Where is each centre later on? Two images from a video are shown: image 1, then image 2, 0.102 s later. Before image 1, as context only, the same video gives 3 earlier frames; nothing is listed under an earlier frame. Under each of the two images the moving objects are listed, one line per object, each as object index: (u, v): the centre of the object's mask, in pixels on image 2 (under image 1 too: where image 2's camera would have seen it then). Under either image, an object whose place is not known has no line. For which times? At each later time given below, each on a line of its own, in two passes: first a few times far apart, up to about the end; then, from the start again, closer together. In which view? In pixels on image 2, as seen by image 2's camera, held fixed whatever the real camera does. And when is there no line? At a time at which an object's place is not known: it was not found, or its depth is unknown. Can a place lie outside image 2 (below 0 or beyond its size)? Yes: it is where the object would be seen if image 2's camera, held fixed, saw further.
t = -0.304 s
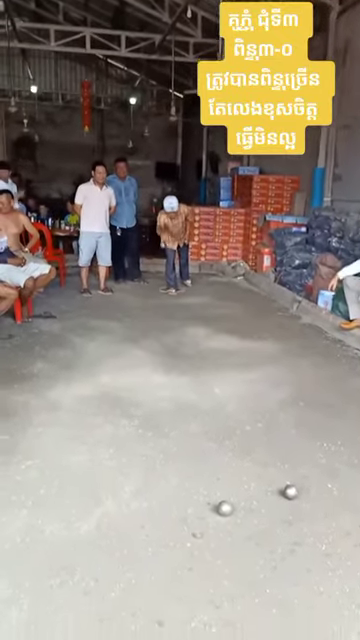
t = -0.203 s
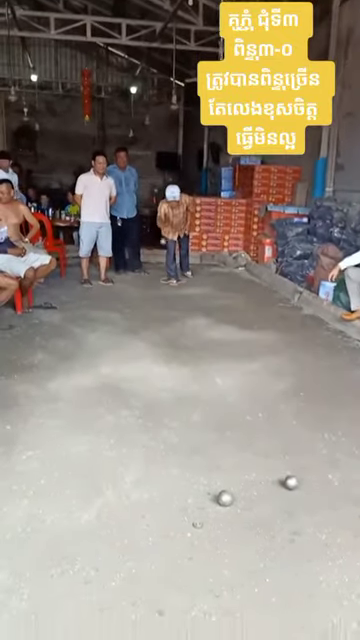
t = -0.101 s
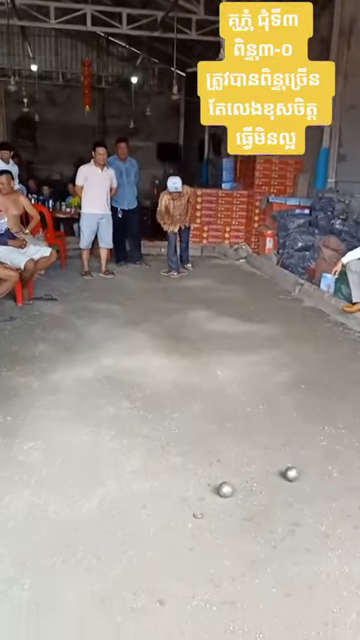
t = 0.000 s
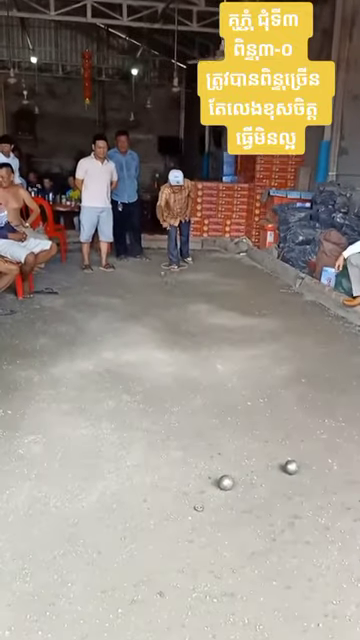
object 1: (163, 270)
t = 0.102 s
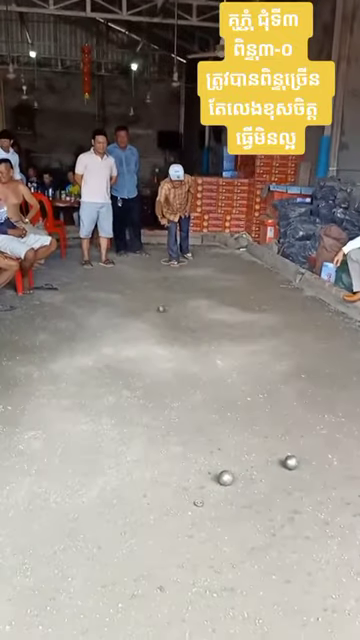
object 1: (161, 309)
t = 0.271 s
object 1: (162, 316)
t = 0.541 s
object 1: (167, 331)
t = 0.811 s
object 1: (173, 348)
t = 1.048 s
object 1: (178, 364)
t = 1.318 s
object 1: (185, 382)
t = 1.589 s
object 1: (187, 401)
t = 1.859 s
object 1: (189, 420)
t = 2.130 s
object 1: (190, 441)
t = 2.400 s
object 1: (193, 462)
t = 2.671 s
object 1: (196, 482)
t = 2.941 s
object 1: (202, 495)
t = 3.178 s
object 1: (214, 496)
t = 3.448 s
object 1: (224, 503)
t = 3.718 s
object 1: (232, 506)
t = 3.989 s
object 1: (237, 509)
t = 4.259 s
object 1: (237, 512)
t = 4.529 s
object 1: (239, 514)
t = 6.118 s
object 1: (239, 516)
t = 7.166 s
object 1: (239, 516)
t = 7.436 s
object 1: (239, 516)
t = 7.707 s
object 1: (239, 516)
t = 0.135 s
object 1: (161, 309)
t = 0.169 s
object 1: (161, 309)
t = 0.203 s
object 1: (162, 310)
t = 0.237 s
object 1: (162, 313)
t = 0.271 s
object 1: (162, 316)
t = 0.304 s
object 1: (163, 318)
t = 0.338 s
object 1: (164, 320)
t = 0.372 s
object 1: (165, 322)
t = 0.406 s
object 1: (165, 324)
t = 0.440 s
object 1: (166, 326)
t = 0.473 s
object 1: (166, 327)
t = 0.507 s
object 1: (167, 329)
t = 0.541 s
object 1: (167, 331)
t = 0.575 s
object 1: (168, 333)
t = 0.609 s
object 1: (169, 335)
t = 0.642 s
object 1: (170, 337)
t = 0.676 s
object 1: (171, 339)
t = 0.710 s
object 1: (171, 341)
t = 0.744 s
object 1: (172, 344)
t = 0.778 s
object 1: (172, 346)
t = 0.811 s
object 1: (173, 348)
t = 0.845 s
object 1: (174, 350)
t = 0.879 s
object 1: (175, 353)
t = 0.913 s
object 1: (175, 355)
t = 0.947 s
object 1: (176, 357)
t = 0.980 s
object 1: (177, 359)
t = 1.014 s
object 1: (177, 361)
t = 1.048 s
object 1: (178, 364)
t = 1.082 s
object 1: (179, 366)
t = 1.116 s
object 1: (180, 368)
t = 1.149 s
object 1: (181, 371)
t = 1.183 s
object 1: (182, 373)
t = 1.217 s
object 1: (183, 375)
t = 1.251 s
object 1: (184, 378)
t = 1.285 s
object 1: (184, 380)
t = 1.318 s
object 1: (185, 382)
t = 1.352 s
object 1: (185, 383)
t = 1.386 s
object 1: (186, 386)
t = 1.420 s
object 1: (186, 388)
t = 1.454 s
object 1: (187, 391)
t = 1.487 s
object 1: (187, 393)
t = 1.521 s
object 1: (187, 396)
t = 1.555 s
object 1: (187, 398)
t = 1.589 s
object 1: (187, 401)
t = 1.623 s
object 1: (188, 403)
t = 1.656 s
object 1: (188, 406)
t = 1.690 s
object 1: (188, 408)
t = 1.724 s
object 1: (188, 410)
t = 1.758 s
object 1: (189, 413)
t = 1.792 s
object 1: (189, 415)
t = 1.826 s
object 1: (189, 418)
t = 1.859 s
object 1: (189, 420)
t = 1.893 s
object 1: (189, 423)
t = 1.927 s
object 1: (189, 426)
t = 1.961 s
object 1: (189, 428)
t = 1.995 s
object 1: (189, 431)
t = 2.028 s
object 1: (189, 434)
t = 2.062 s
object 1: (189, 436)
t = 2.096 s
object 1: (190, 439)
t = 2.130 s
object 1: (190, 441)
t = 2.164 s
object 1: (191, 444)
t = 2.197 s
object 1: (191, 447)
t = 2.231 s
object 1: (191, 449)
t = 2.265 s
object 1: (191, 451)
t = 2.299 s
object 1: (192, 454)
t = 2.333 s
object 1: (192, 457)
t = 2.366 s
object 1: (193, 459)
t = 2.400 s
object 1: (193, 462)
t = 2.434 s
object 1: (194, 464)
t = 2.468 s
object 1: (194, 467)
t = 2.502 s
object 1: (194, 469)
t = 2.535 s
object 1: (194, 472)
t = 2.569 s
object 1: (194, 474)
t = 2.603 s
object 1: (195, 477)
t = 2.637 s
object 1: (195, 480)
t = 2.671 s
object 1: (196, 482)
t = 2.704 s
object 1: (196, 485)
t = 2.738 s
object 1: (197, 487)
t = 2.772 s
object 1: (197, 489)
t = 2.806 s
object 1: (198, 491)
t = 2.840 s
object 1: (199, 494)
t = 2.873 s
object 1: (200, 495)
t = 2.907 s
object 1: (201, 495)
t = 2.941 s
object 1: (202, 495)
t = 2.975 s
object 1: (204, 496)
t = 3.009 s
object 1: (206, 496)
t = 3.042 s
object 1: (208, 496)
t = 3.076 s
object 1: (209, 496)
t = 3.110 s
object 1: (210, 495)
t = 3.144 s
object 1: (213, 496)
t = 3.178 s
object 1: (214, 496)
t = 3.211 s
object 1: (216, 497)
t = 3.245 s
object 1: (217, 498)
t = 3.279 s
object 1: (218, 498)
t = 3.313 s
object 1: (220, 499)
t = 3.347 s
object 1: (220, 500)
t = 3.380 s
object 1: (221, 501)
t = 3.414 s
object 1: (222, 502)
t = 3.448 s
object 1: (224, 503)
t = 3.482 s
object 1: (225, 503)
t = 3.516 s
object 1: (227, 504)
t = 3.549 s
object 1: (227, 504)
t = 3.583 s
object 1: (229, 505)
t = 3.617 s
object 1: (230, 505)
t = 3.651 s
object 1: (231, 505)
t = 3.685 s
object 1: (231, 506)
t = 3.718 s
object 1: (232, 506)
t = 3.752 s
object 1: (233, 507)
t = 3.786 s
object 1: (234, 507)
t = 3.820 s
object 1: (235, 507)
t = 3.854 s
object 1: (235, 507)
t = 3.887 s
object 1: (236, 508)
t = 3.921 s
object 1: (236, 508)
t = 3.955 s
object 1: (237, 509)
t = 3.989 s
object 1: (237, 509)
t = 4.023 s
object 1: (238, 509)
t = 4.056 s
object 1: (238, 510)
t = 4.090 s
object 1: (238, 510)
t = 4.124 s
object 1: (238, 511)
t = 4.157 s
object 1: (238, 511)
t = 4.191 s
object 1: (237, 511)
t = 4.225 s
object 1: (237, 512)
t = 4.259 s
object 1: (237, 512)
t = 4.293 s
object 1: (237, 512)
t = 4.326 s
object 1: (237, 512)
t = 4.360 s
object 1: (237, 513)
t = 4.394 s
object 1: (238, 513)
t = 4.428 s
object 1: (238, 514)
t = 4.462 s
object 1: (239, 514)
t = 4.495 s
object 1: (239, 514)
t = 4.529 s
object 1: (239, 514)
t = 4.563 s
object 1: (239, 514)
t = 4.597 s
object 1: (239, 515)
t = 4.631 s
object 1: (239, 515)
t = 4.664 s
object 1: (239, 515)
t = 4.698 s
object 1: (238, 516)
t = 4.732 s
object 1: (238, 516)
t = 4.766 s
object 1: (238, 516)
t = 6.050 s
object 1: (239, 516)
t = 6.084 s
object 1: (239, 516)
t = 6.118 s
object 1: (239, 516)
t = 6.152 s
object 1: (239, 516)
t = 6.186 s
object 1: (239, 516)
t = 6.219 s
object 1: (239, 516)
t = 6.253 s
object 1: (239, 516)
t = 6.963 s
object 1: (239, 516)
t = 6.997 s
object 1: (239, 516)
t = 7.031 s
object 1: (239, 516)
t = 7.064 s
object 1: (239, 516)
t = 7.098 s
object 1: (239, 516)
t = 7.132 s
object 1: (239, 516)
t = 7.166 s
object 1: (239, 516)
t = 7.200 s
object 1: (239, 516)
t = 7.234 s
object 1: (239, 516)
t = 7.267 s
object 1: (239, 516)
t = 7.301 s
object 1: (239, 517)
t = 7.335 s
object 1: (239, 517)
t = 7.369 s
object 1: (239, 517)
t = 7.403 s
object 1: (239, 517)
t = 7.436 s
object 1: (239, 516)
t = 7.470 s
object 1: (239, 517)
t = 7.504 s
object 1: (239, 517)
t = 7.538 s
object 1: (239, 516)
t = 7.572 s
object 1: (239, 516)
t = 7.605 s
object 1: (239, 516)
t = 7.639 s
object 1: (239, 517)
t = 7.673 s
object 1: (239, 516)
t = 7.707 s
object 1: (239, 516)
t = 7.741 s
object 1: (239, 516)
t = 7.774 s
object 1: (239, 516)
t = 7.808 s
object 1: (239, 516)
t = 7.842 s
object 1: (239, 516)
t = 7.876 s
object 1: (238, 516)
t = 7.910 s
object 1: (239, 516)
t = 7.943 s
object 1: (238, 516)
